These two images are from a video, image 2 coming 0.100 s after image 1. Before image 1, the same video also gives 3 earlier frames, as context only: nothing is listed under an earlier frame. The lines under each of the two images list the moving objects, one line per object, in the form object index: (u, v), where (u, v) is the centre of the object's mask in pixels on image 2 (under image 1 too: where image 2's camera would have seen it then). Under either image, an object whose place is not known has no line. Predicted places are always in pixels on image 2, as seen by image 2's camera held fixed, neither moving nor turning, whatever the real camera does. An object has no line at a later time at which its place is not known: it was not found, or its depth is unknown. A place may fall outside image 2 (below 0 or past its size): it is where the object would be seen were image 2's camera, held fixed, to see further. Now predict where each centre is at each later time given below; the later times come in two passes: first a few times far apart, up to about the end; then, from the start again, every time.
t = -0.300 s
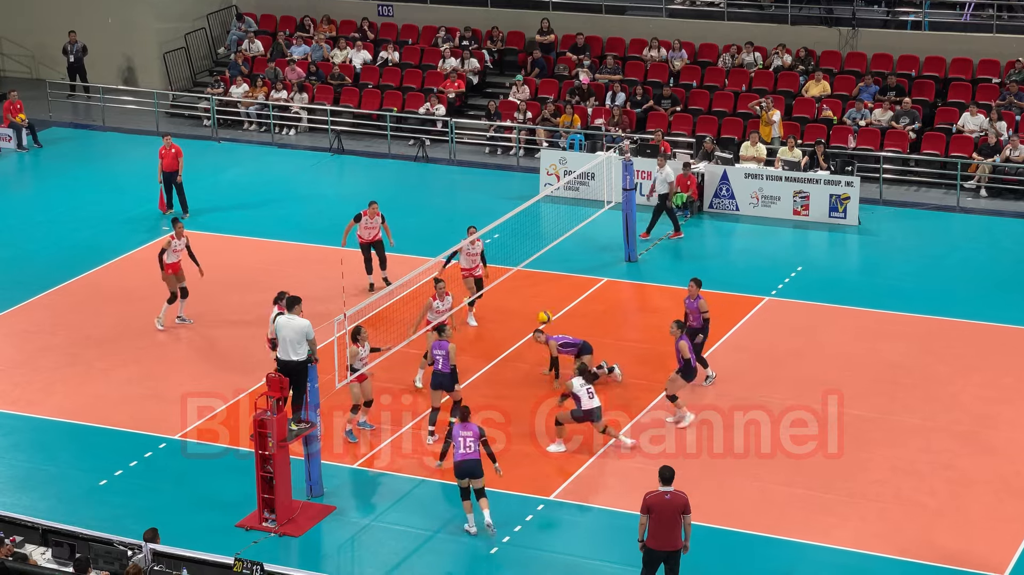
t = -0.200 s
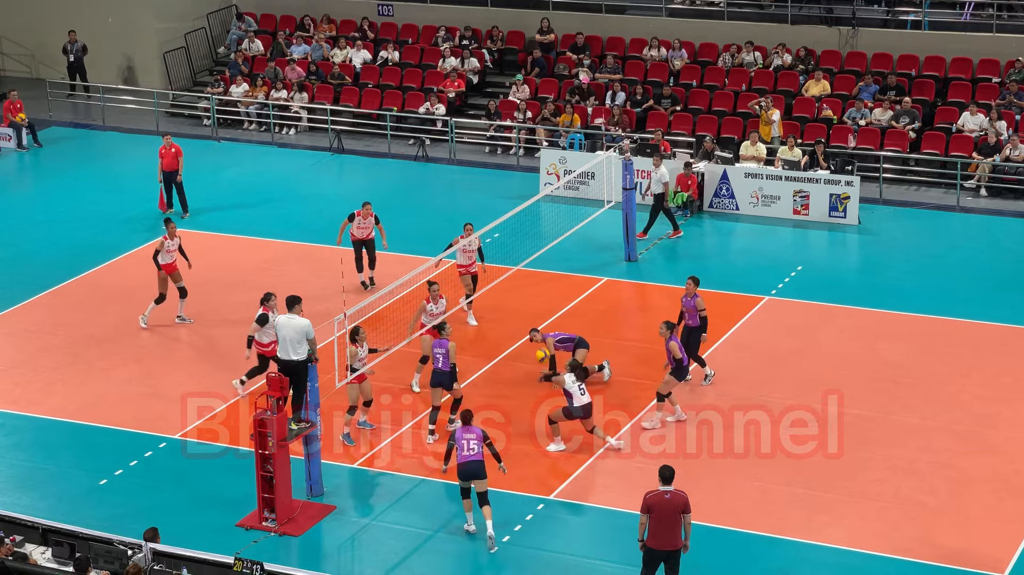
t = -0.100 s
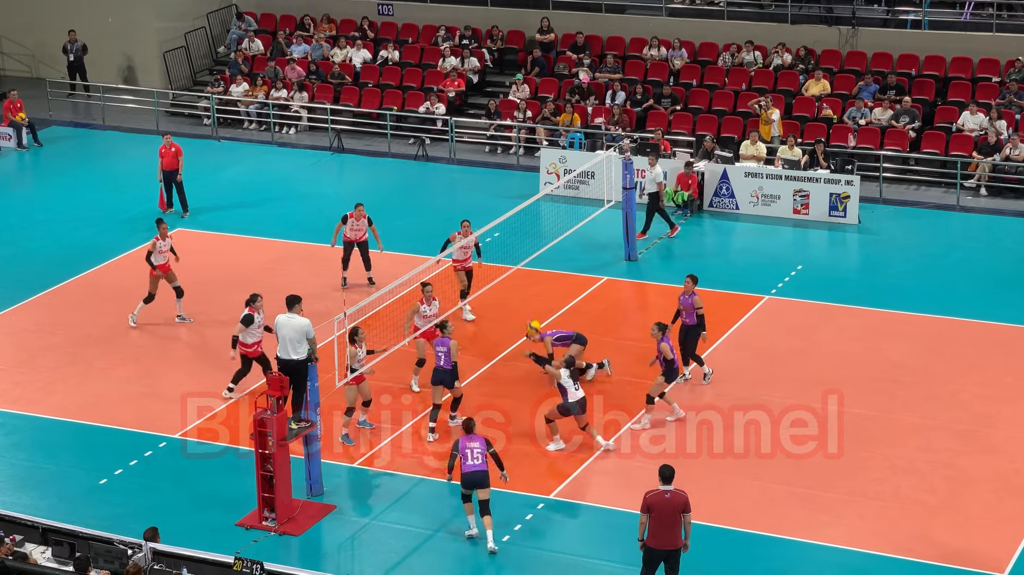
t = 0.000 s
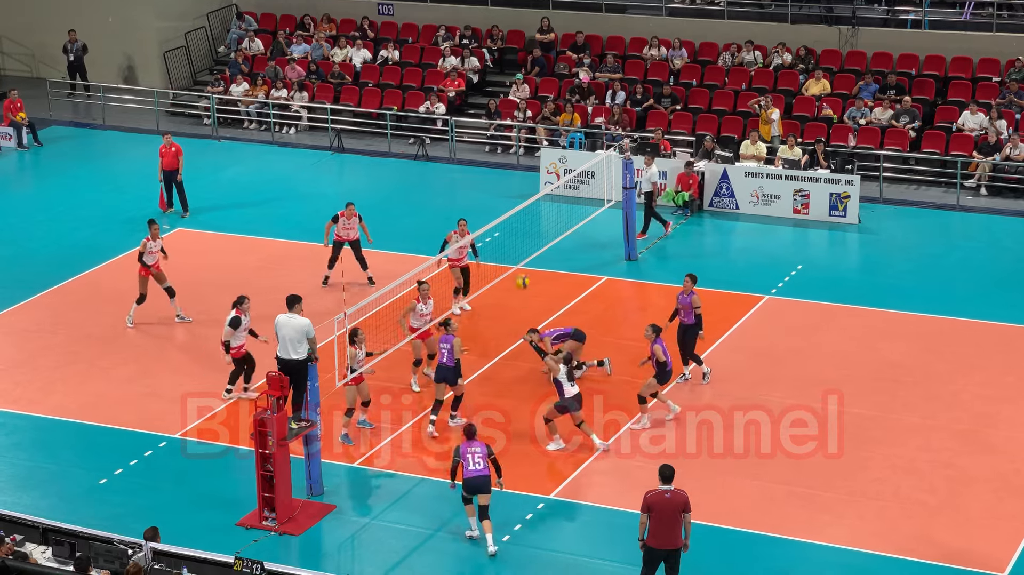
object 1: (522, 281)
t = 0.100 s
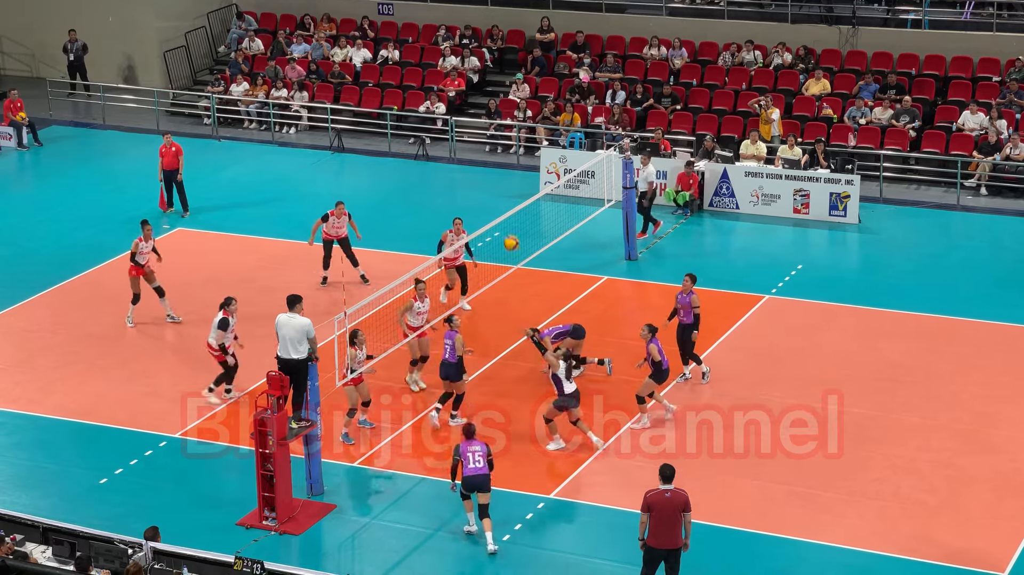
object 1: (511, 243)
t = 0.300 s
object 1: (490, 186)
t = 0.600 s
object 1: (459, 152)
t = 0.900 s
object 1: (431, 181)
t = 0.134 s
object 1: (508, 231)
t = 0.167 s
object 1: (504, 221)
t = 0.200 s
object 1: (500, 211)
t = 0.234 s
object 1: (497, 202)
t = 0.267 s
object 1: (493, 193)
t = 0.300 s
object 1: (490, 186)
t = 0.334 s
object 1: (486, 179)
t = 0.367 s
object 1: (483, 173)
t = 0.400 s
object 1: (479, 167)
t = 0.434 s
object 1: (475, 163)
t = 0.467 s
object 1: (472, 159)
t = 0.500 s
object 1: (469, 156)
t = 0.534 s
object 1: (466, 154)
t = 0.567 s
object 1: (462, 153)
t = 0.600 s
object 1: (459, 152)
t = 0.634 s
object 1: (456, 152)
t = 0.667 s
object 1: (452, 153)
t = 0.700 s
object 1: (449, 154)
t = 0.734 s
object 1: (446, 157)
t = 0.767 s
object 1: (443, 160)
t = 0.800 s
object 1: (439, 164)
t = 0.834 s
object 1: (436, 169)
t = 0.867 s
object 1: (434, 175)
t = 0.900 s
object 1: (431, 181)
